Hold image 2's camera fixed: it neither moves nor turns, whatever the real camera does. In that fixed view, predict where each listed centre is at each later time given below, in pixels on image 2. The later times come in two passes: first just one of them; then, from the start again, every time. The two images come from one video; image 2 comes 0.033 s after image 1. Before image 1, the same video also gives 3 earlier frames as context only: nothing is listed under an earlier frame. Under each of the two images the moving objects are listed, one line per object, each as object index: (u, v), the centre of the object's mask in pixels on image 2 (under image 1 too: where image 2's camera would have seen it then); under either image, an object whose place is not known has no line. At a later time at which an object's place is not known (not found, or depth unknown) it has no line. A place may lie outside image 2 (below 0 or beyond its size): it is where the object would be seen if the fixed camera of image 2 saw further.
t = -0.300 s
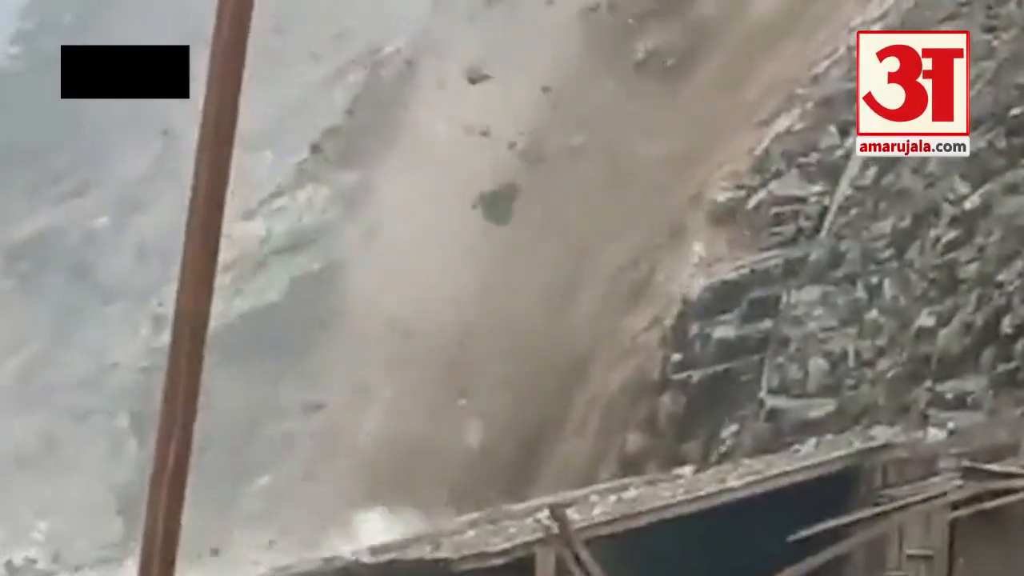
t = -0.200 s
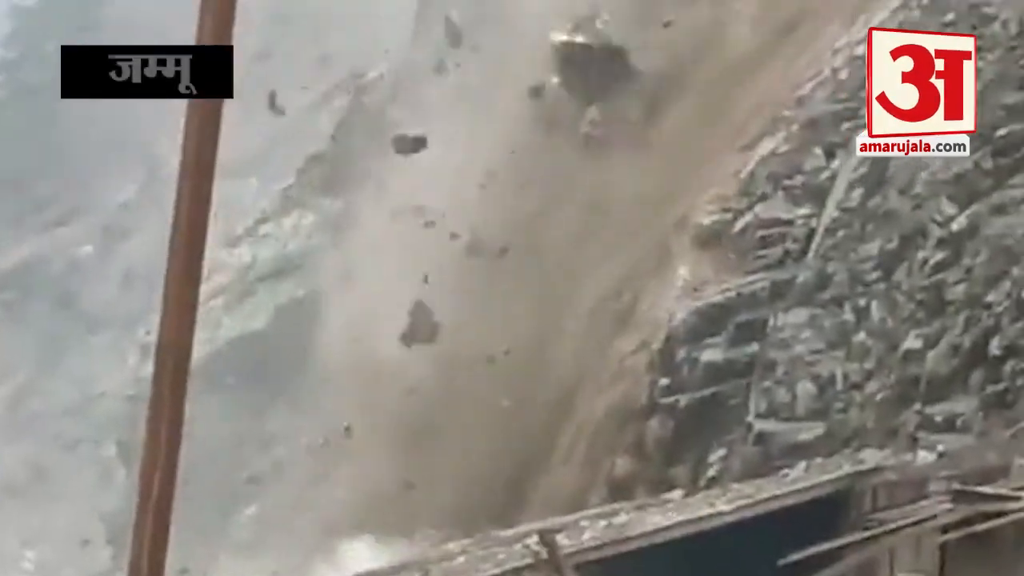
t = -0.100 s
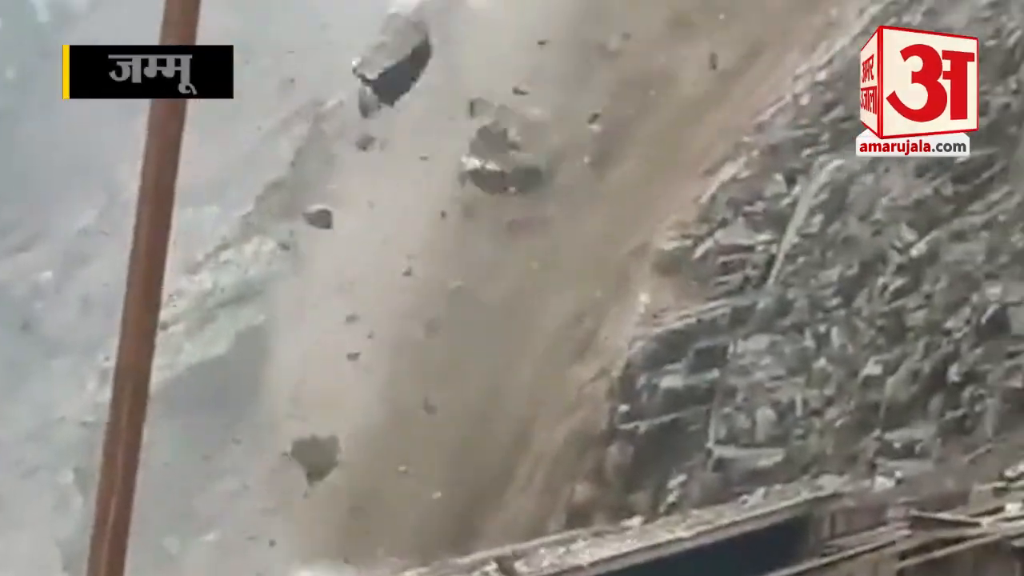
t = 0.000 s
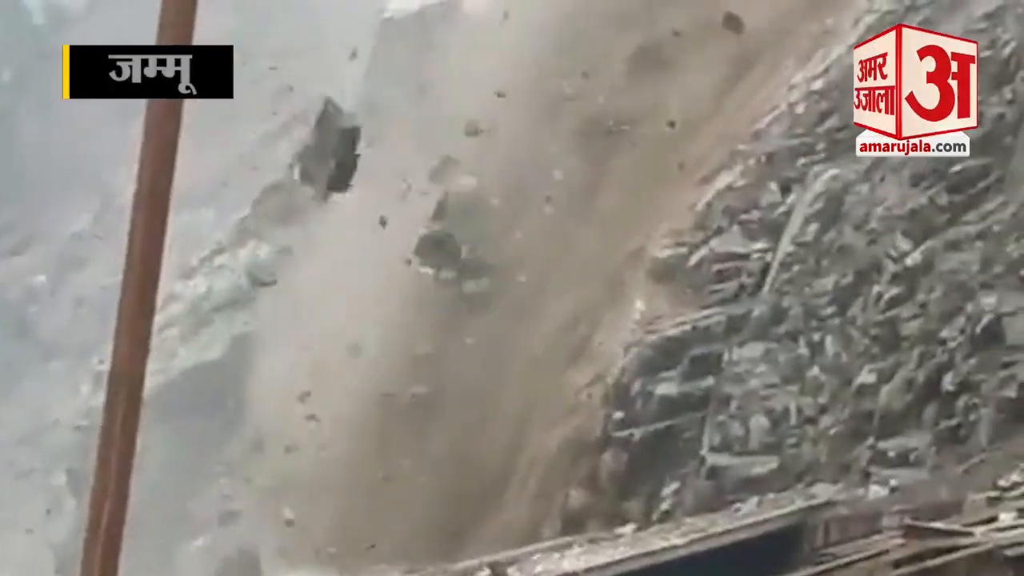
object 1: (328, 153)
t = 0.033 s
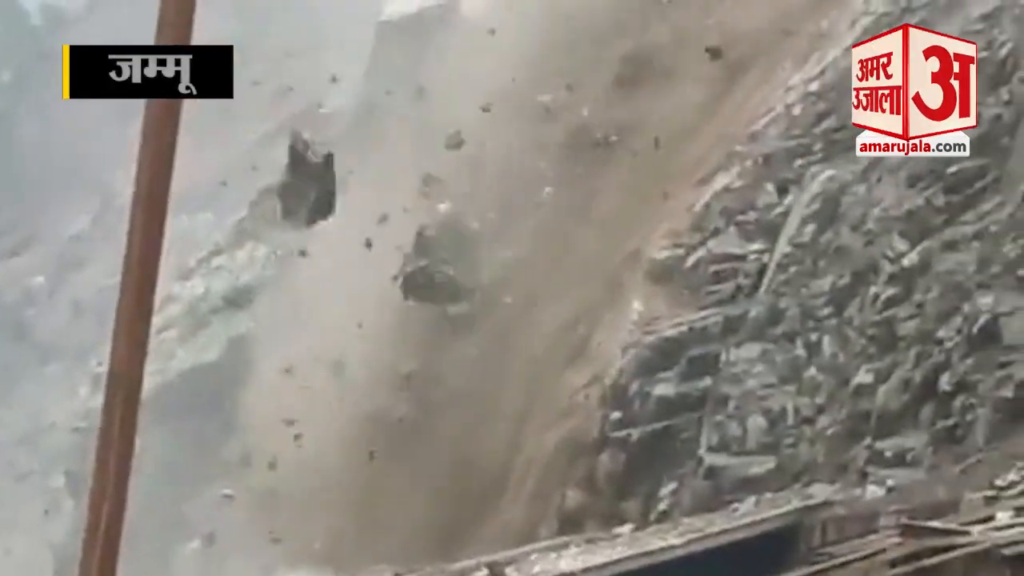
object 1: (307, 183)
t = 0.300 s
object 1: (79, 446)
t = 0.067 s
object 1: (288, 211)
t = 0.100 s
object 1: (270, 234)
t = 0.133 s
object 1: (246, 275)
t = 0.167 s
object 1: (222, 300)
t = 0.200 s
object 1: (198, 326)
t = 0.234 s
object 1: (184, 365)
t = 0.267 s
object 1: (182, 381)
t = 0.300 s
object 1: (79, 446)
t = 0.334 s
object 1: (69, 482)
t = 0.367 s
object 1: (55, 509)
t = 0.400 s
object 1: (37, 540)
